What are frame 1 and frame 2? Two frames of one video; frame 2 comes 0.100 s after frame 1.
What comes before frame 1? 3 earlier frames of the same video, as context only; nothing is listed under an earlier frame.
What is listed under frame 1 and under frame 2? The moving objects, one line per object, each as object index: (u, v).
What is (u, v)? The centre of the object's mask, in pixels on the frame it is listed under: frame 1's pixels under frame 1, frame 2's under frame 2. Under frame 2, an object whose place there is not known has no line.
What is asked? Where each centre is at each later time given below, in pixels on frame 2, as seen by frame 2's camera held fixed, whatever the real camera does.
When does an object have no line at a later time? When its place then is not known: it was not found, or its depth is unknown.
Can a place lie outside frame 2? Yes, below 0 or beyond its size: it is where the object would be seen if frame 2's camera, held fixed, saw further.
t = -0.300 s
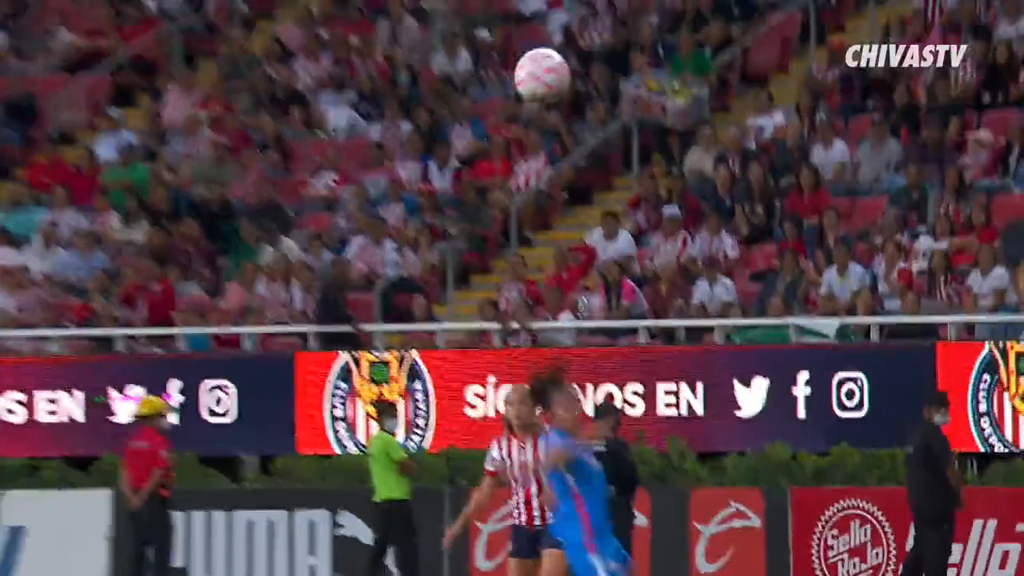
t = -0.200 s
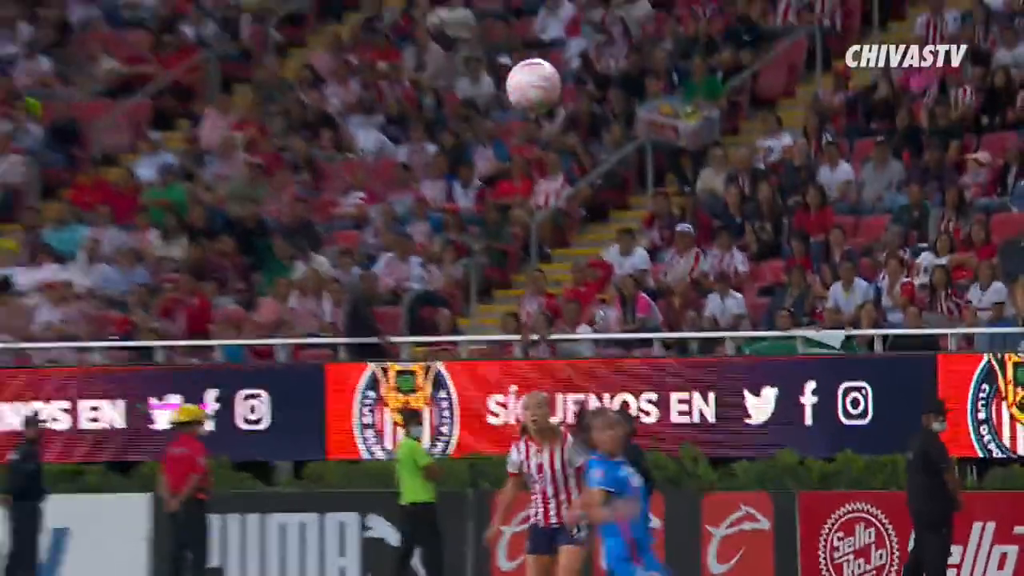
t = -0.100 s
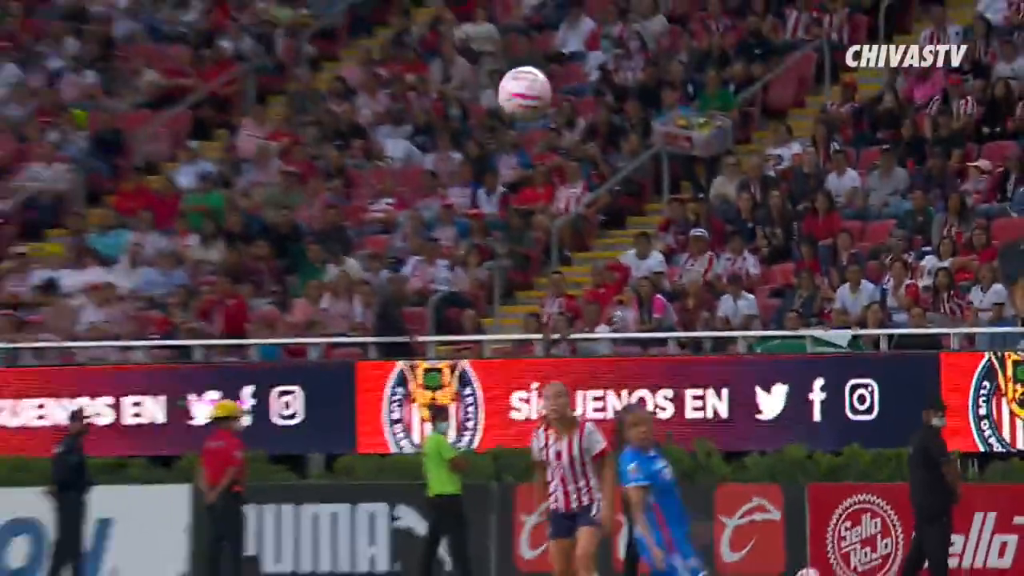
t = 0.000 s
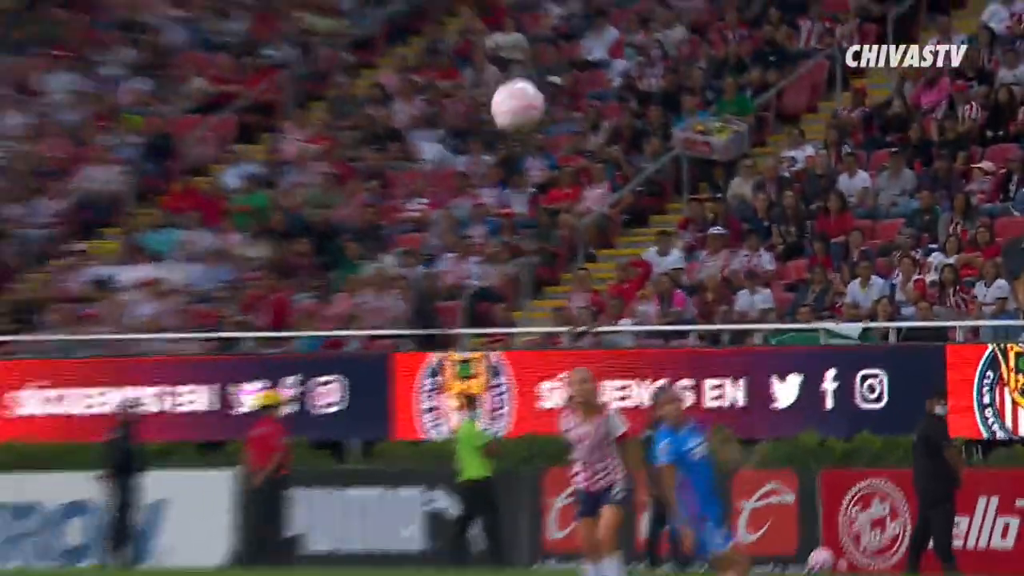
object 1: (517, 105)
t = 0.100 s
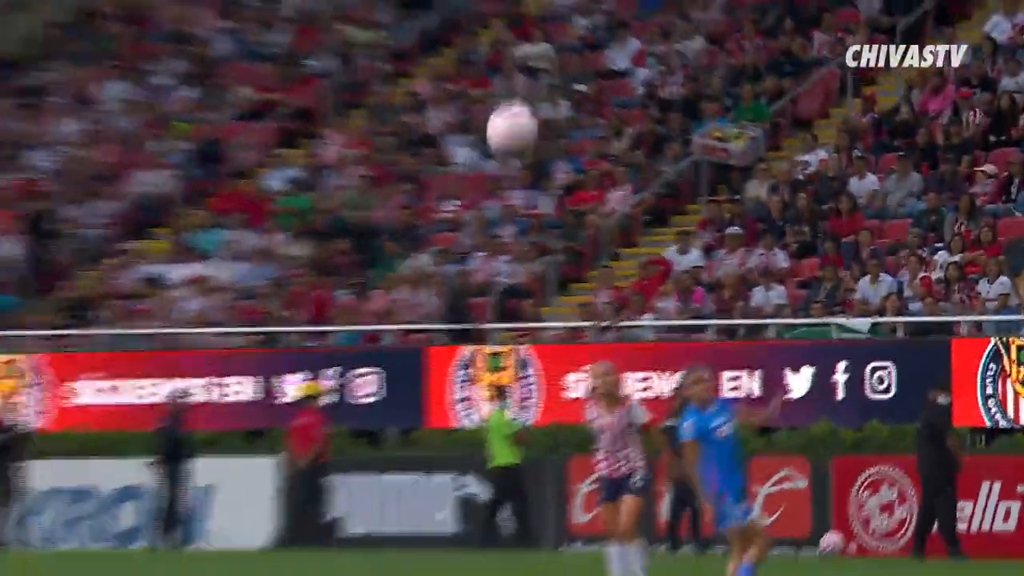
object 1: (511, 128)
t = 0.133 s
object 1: (503, 133)
